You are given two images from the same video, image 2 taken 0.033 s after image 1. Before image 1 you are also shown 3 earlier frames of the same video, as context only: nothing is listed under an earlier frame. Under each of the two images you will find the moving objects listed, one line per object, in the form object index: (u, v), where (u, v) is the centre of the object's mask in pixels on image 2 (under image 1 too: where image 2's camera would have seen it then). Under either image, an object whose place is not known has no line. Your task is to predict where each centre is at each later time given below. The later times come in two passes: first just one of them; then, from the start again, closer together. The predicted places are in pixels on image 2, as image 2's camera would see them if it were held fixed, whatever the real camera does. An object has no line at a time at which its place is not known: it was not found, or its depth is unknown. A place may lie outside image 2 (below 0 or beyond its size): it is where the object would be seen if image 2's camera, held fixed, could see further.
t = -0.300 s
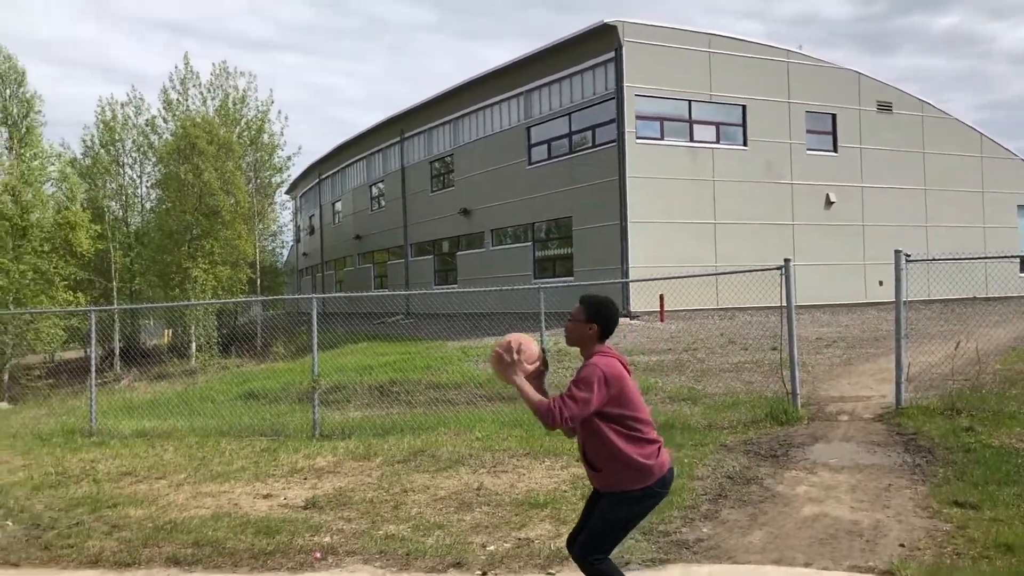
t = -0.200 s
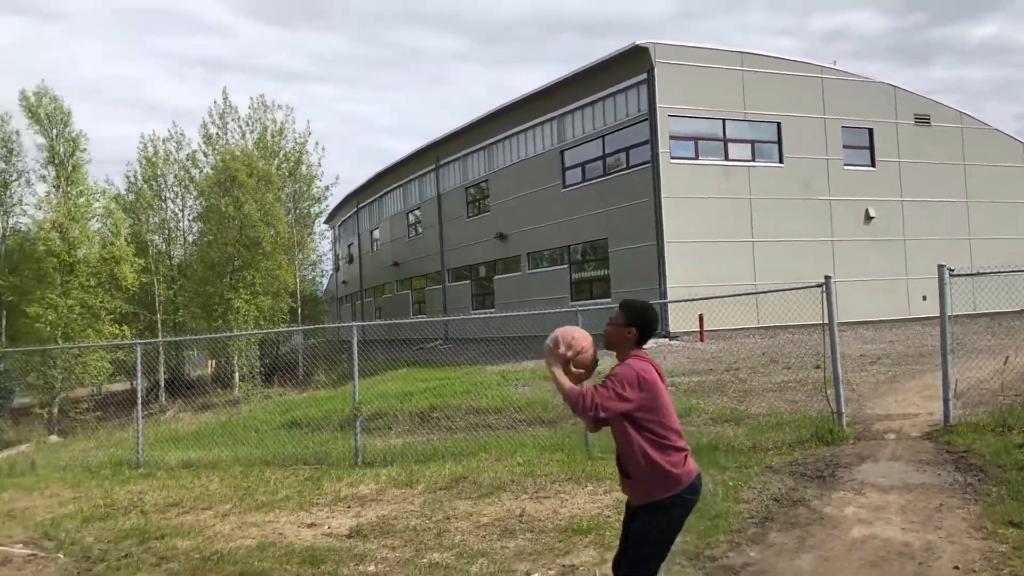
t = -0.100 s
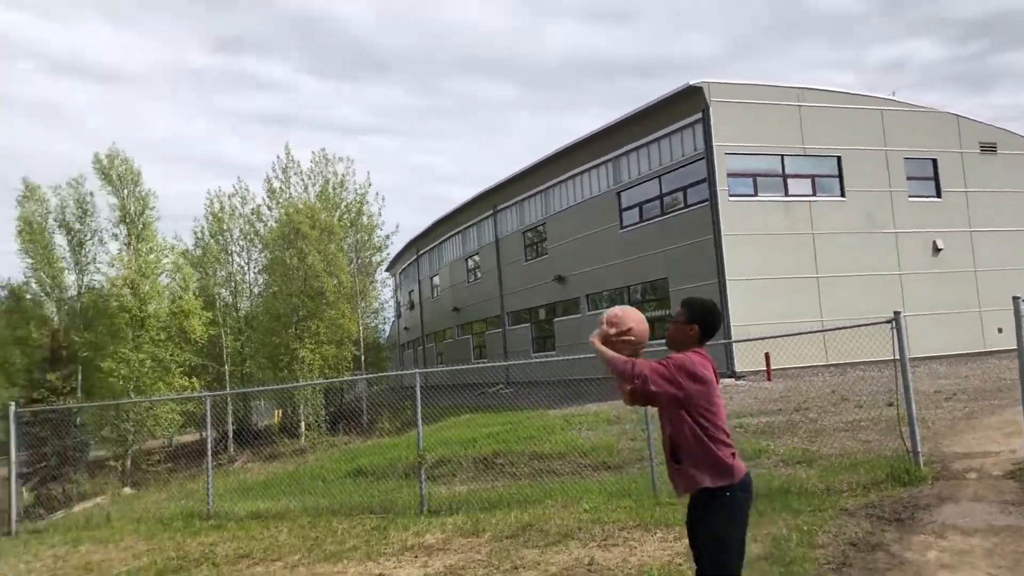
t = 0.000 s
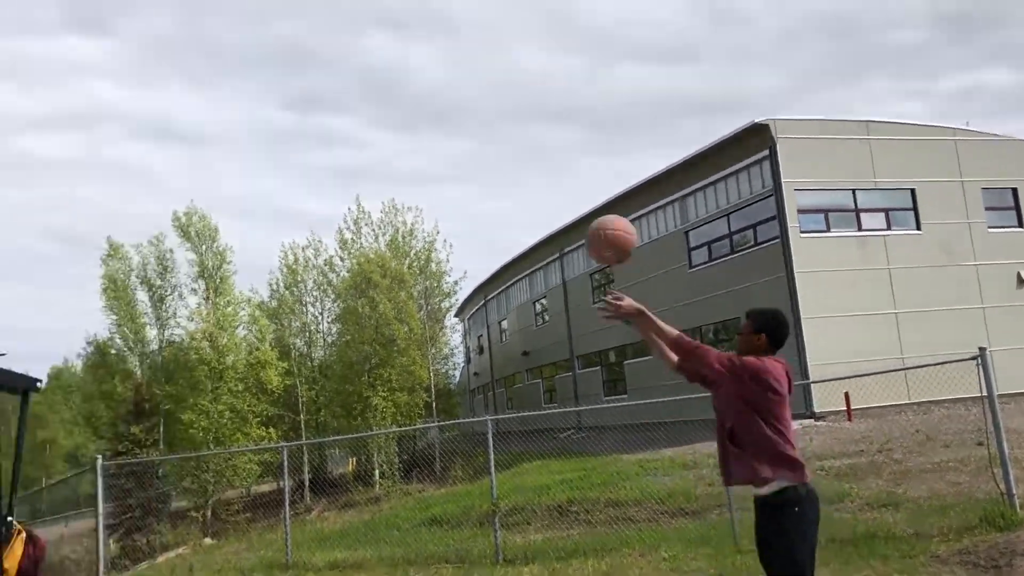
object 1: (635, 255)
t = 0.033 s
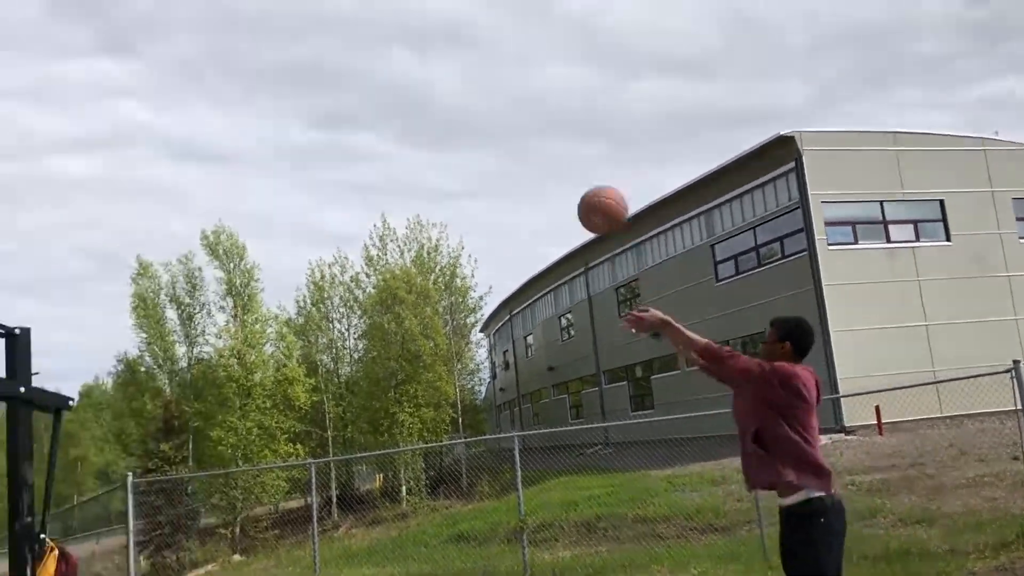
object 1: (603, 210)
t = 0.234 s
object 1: (446, 18)
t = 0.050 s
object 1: (587, 189)
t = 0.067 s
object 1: (571, 168)
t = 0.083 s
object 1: (557, 149)
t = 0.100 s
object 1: (543, 132)
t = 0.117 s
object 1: (530, 115)
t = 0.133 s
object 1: (518, 99)
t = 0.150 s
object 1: (506, 84)
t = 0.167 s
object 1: (494, 70)
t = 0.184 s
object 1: (482, 56)
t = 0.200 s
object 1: (470, 42)
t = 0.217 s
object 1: (458, 30)
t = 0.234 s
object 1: (446, 18)
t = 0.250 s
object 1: (434, 8)
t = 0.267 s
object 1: (423, -2)
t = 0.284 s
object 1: (412, -11)
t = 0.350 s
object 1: (365, -44)
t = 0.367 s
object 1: (351, -53)
